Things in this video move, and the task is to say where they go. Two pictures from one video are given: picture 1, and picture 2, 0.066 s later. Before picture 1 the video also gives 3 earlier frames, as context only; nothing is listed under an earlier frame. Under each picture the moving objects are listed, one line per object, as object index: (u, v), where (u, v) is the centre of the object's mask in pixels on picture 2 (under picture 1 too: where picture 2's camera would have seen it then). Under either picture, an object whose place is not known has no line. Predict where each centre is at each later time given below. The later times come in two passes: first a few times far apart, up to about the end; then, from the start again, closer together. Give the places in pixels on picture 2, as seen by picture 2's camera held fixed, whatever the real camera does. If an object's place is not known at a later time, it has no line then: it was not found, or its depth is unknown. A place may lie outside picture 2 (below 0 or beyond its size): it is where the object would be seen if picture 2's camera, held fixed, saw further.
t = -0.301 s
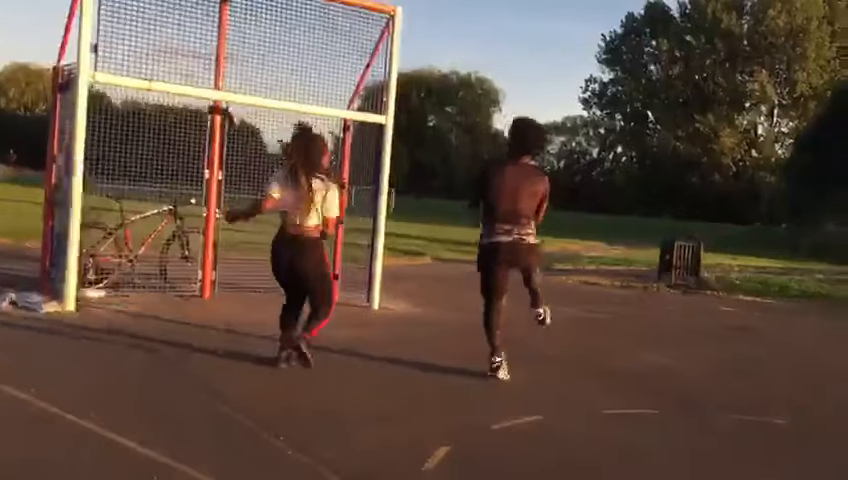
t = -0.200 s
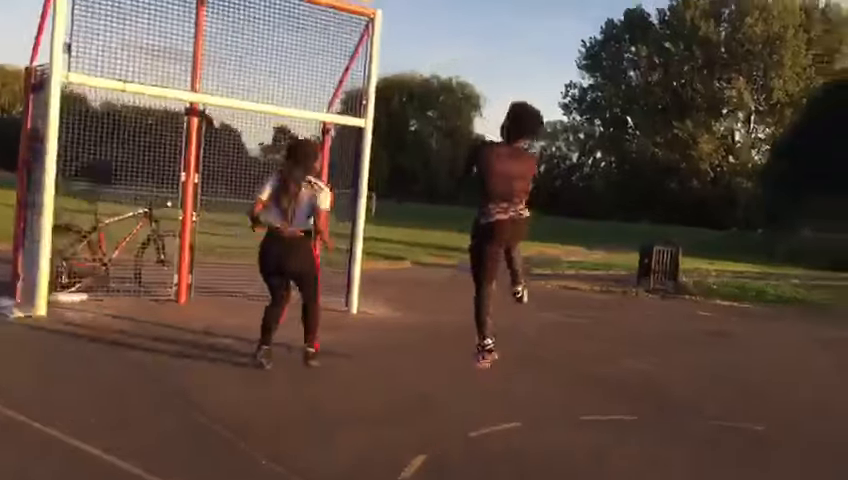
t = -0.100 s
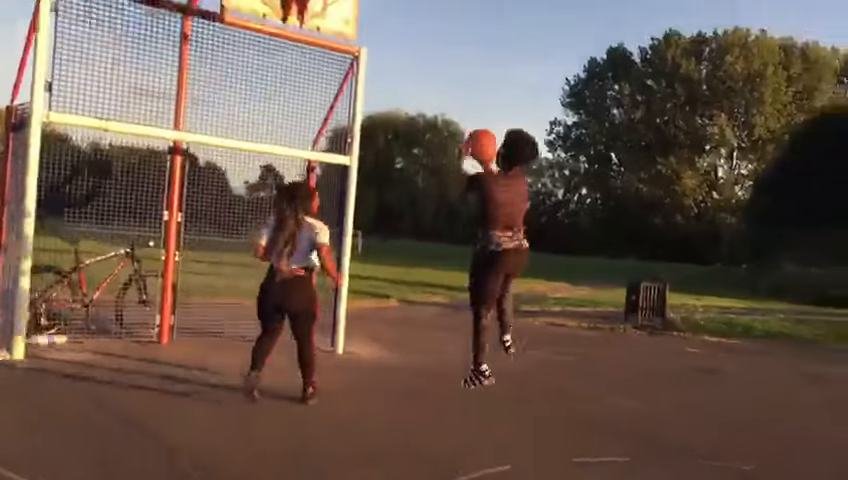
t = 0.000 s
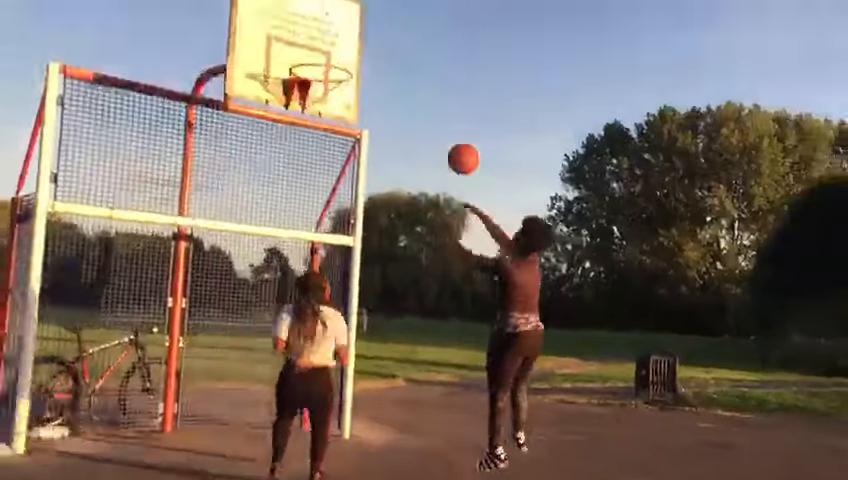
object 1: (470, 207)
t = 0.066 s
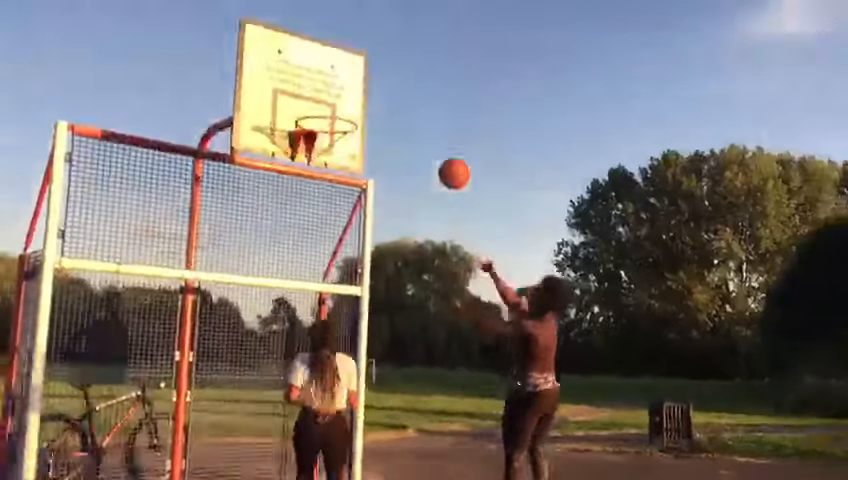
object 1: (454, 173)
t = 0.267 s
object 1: (410, 112)
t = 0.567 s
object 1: (342, 114)
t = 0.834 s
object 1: (309, 110)
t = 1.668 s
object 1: (295, 190)
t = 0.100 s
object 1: (446, 159)
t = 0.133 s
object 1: (440, 146)
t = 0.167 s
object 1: (432, 136)
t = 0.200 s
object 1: (425, 126)
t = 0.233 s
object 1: (418, 118)
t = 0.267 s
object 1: (410, 112)
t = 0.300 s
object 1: (403, 106)
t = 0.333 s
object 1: (395, 102)
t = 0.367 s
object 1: (388, 100)
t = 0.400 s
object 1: (381, 99)
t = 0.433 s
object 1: (373, 99)
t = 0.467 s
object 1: (365, 101)
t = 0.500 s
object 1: (358, 104)
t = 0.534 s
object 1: (350, 108)
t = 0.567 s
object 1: (342, 114)
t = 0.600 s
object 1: (337, 113)
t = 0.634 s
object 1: (332, 112)
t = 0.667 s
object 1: (327, 112)
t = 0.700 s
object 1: (322, 113)
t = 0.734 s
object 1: (319, 113)
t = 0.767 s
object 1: (316, 111)
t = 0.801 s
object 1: (311, 110)
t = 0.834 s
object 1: (309, 110)
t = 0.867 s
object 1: (310, 108)
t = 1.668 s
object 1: (295, 190)
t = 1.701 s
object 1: (291, 205)
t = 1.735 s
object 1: (287, 221)
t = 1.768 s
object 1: (283, 239)
